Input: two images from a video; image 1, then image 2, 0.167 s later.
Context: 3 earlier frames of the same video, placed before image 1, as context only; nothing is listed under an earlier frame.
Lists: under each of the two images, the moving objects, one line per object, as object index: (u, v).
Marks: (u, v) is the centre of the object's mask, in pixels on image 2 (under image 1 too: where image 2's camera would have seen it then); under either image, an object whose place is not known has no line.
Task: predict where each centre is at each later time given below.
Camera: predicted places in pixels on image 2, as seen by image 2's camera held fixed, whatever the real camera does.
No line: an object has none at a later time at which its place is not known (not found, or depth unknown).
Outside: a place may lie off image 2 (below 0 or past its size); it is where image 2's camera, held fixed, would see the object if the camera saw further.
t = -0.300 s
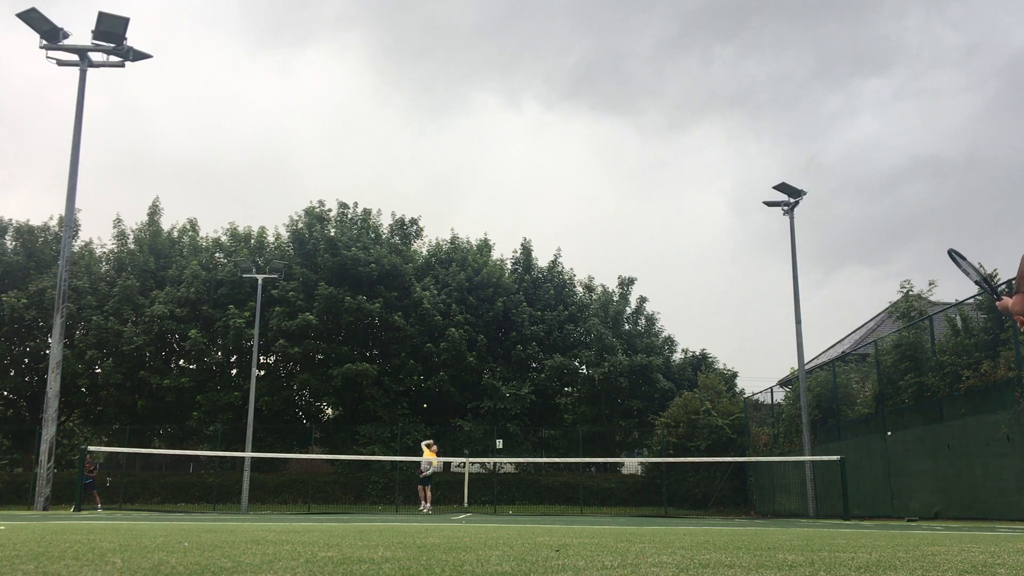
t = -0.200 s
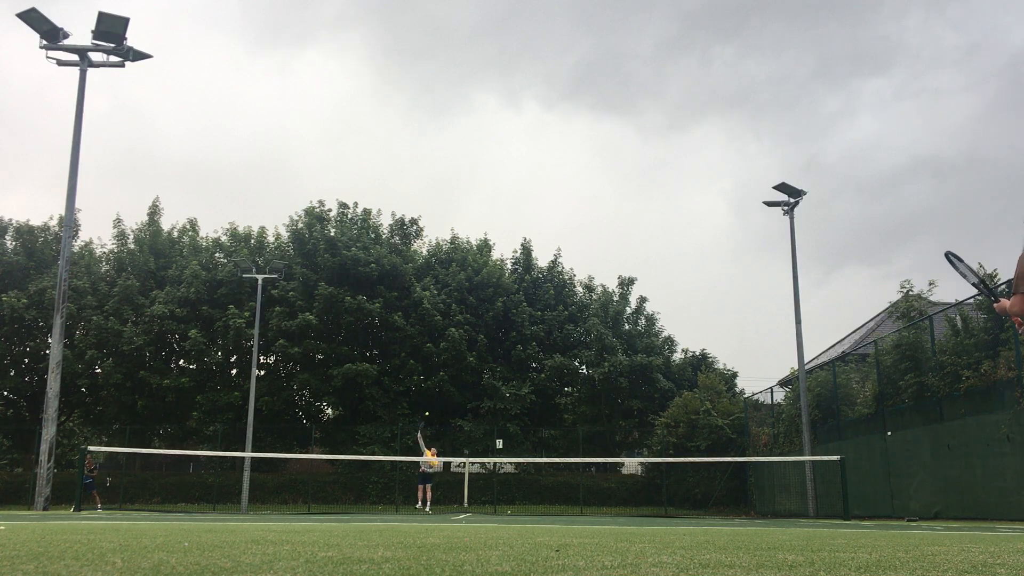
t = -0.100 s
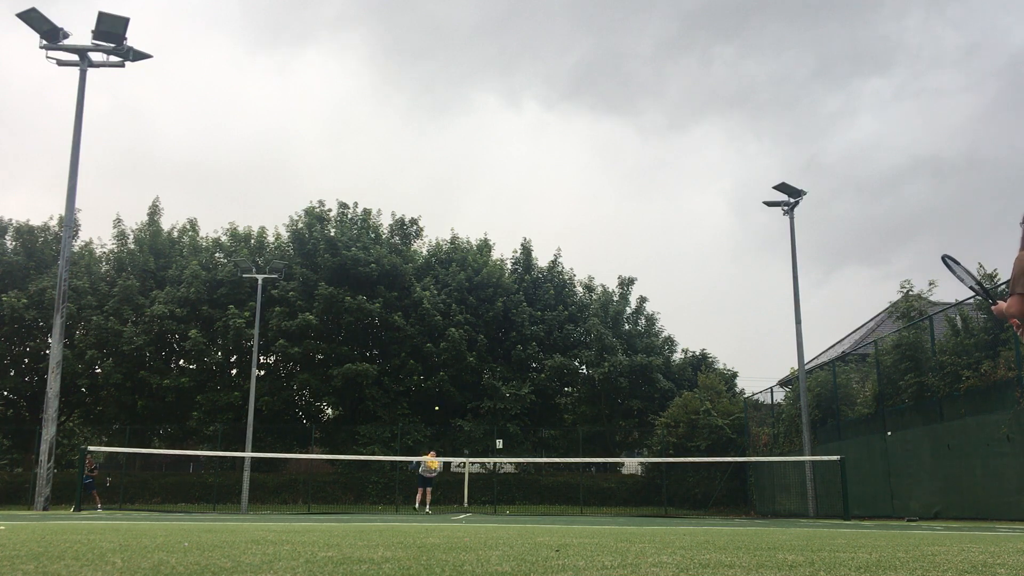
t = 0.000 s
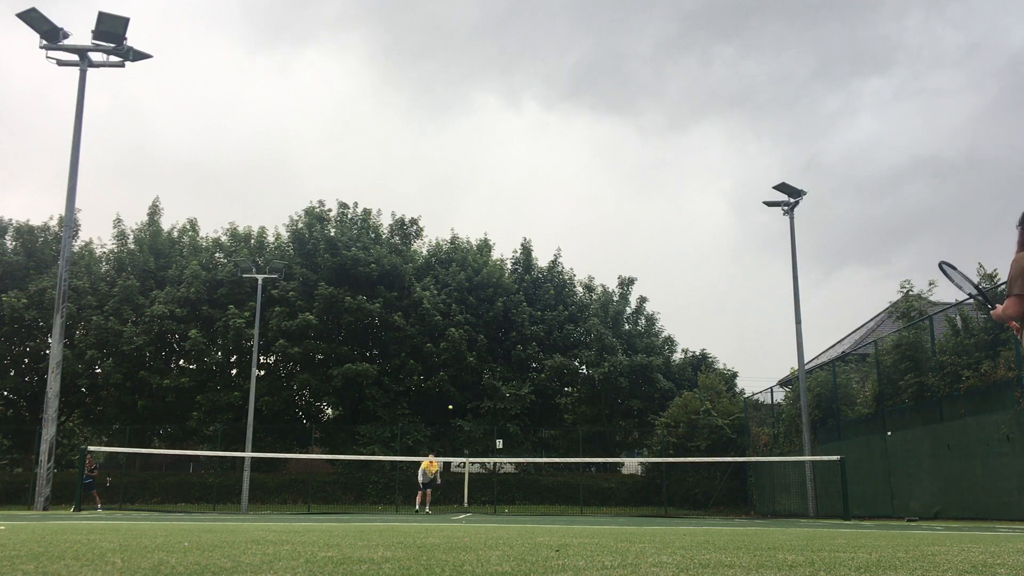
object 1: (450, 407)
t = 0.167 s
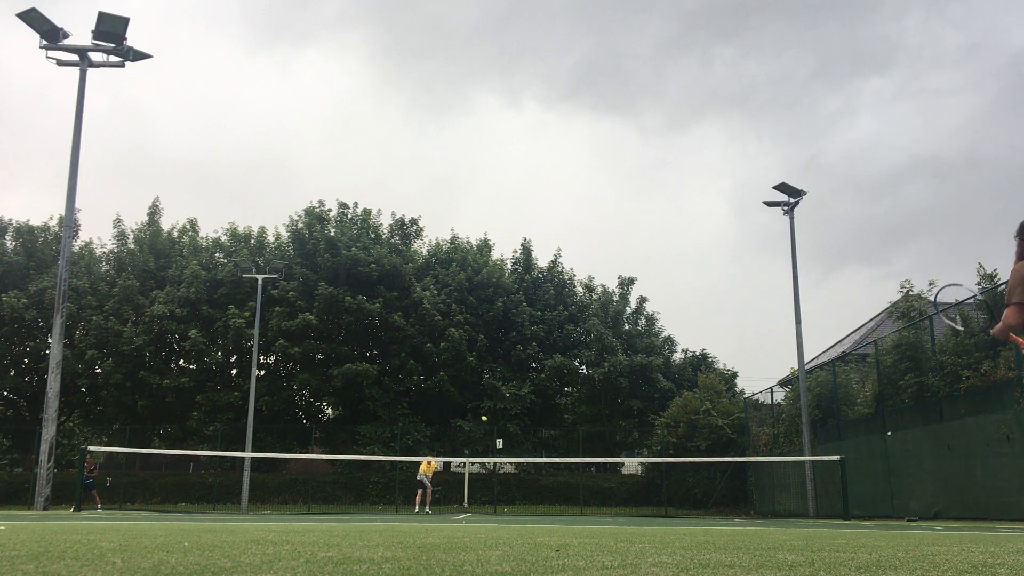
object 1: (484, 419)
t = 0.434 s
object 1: (580, 493)
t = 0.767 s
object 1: (717, 415)
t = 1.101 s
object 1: (949, 378)
